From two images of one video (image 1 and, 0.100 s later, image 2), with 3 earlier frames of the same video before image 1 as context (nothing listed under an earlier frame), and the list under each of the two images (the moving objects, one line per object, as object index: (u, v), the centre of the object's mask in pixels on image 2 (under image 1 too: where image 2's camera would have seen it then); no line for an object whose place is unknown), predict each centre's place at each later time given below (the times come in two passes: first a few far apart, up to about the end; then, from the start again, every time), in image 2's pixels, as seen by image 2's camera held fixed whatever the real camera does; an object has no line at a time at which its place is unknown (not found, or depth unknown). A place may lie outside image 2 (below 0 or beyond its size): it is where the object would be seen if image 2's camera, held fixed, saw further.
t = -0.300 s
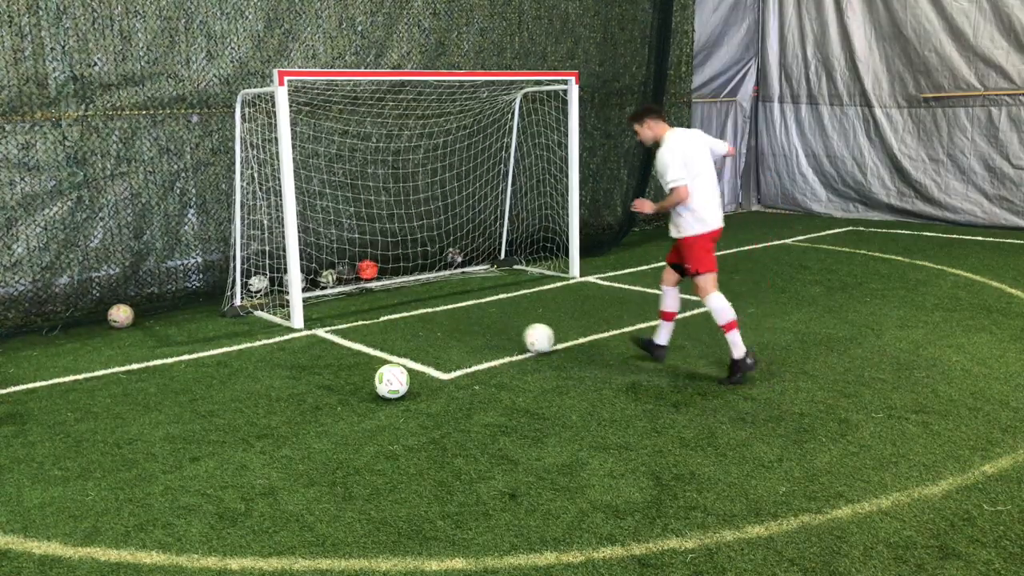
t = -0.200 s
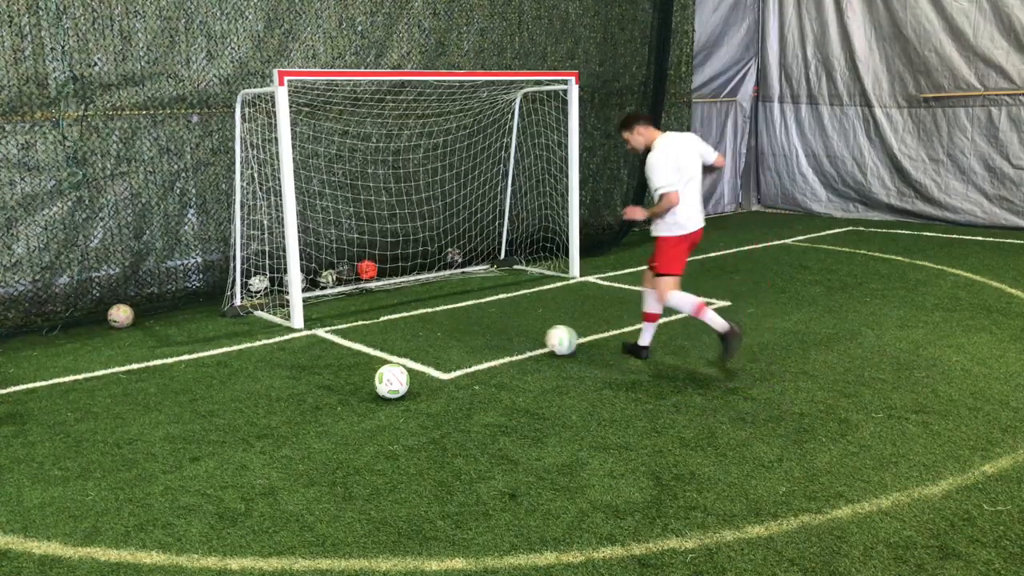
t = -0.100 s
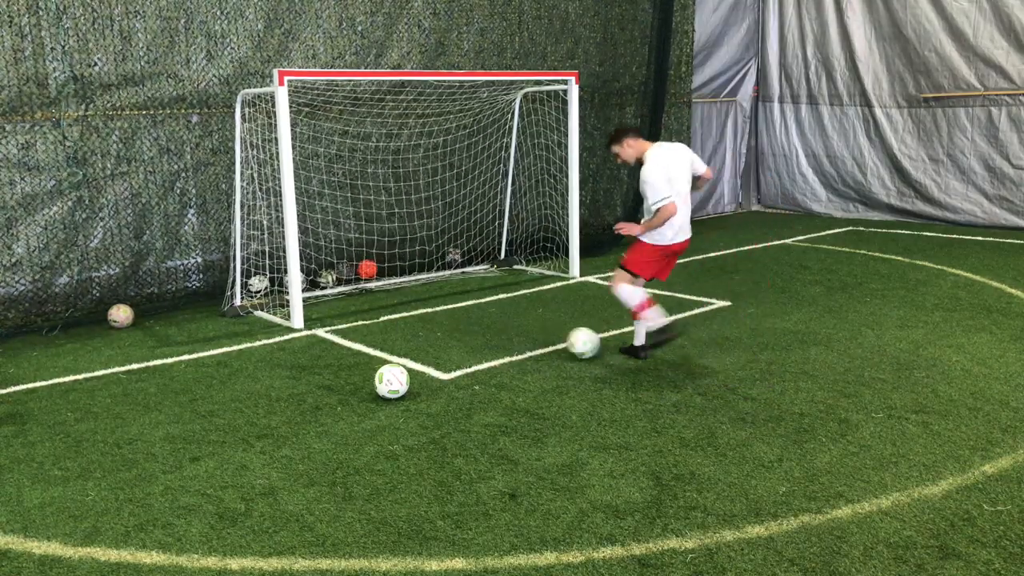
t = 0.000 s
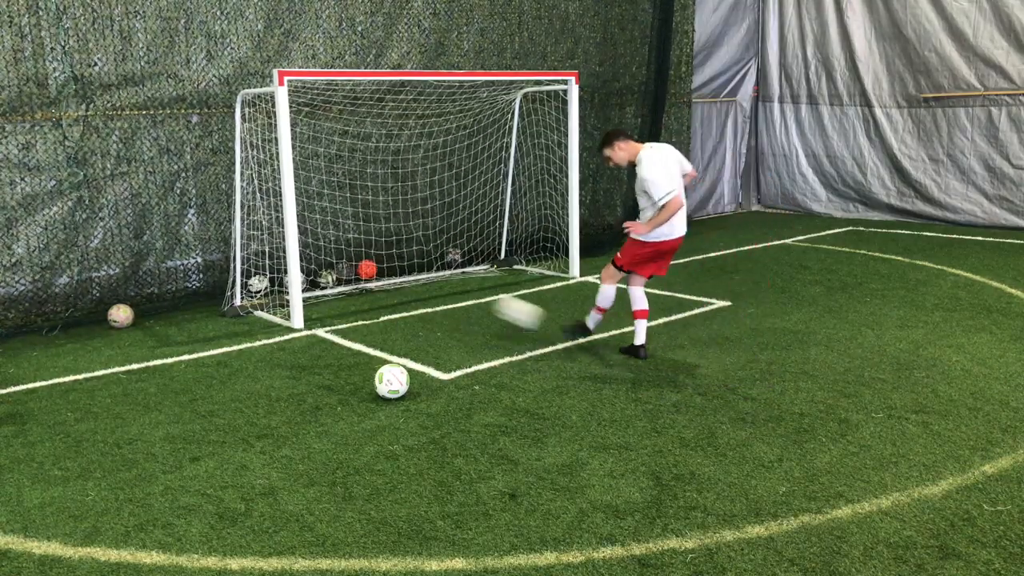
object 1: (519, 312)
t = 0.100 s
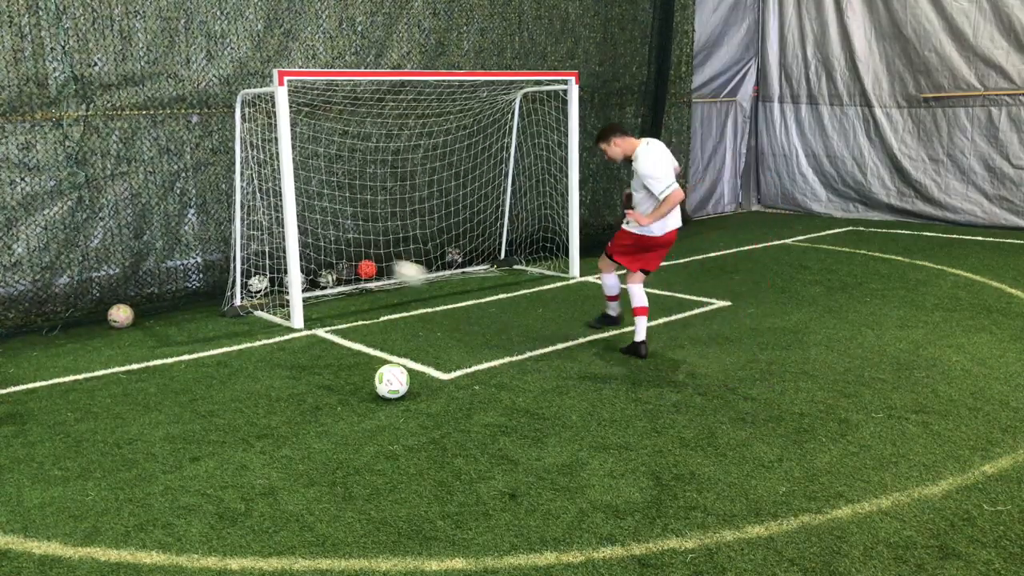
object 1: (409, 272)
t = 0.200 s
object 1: (335, 249)
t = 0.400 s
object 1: (331, 234)
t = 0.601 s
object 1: (352, 258)
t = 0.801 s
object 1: (368, 273)
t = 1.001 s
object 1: (374, 270)
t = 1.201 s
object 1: (381, 288)
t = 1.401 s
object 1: (391, 288)
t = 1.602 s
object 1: (402, 296)
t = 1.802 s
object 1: (413, 303)
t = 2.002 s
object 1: (424, 307)
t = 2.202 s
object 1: (435, 311)
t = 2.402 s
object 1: (446, 314)
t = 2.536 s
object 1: (452, 316)
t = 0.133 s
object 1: (381, 264)
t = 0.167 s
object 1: (354, 257)
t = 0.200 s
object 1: (335, 249)
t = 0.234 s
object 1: (324, 242)
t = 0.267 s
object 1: (321, 239)
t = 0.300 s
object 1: (323, 236)
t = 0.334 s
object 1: (325, 234)
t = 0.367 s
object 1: (328, 233)
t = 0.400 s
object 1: (331, 234)
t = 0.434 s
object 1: (335, 235)
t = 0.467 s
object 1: (338, 237)
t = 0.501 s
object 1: (342, 241)
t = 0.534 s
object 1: (345, 246)
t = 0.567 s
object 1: (349, 252)
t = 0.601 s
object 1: (352, 258)
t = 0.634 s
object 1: (356, 267)
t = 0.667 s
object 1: (361, 277)
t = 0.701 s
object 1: (366, 287)
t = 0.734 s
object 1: (367, 285)
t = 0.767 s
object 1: (367, 279)
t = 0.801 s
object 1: (368, 273)
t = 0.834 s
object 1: (368, 270)
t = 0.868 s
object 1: (369, 268)
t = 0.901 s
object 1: (370, 267)
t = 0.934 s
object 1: (371, 267)
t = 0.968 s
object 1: (372, 269)
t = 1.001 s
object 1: (374, 270)
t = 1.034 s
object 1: (375, 272)
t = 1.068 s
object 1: (376, 278)
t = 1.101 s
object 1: (377, 284)
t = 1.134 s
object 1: (378, 291)
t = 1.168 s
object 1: (380, 292)
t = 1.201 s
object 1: (381, 288)
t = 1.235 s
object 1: (383, 285)
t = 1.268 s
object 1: (384, 284)
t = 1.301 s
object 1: (386, 283)
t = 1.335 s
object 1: (388, 284)
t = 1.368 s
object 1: (389, 285)
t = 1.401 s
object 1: (391, 288)
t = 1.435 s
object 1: (393, 292)
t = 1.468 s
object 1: (395, 297)
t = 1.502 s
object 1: (397, 298)
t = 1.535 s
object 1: (398, 296)
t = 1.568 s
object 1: (400, 295)
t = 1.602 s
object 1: (402, 296)
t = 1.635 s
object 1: (404, 297)
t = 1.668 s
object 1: (406, 300)
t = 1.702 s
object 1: (408, 303)
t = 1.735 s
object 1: (410, 302)
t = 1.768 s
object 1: (411, 302)
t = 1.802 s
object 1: (413, 303)
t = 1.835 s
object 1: (415, 305)
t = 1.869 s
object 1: (417, 305)
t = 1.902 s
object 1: (419, 305)
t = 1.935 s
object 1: (421, 306)
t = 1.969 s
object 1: (423, 307)
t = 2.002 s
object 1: (424, 307)
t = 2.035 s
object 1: (427, 308)
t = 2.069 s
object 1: (428, 309)
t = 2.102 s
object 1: (430, 309)
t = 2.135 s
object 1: (432, 310)
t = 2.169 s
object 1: (434, 310)
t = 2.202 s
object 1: (435, 311)
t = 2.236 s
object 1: (437, 312)
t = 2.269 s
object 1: (439, 312)
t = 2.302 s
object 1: (441, 313)
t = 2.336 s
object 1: (442, 313)
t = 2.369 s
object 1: (444, 314)
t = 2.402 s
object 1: (446, 314)
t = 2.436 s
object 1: (447, 315)
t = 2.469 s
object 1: (449, 315)
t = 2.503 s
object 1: (451, 315)
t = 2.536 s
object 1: (452, 316)
